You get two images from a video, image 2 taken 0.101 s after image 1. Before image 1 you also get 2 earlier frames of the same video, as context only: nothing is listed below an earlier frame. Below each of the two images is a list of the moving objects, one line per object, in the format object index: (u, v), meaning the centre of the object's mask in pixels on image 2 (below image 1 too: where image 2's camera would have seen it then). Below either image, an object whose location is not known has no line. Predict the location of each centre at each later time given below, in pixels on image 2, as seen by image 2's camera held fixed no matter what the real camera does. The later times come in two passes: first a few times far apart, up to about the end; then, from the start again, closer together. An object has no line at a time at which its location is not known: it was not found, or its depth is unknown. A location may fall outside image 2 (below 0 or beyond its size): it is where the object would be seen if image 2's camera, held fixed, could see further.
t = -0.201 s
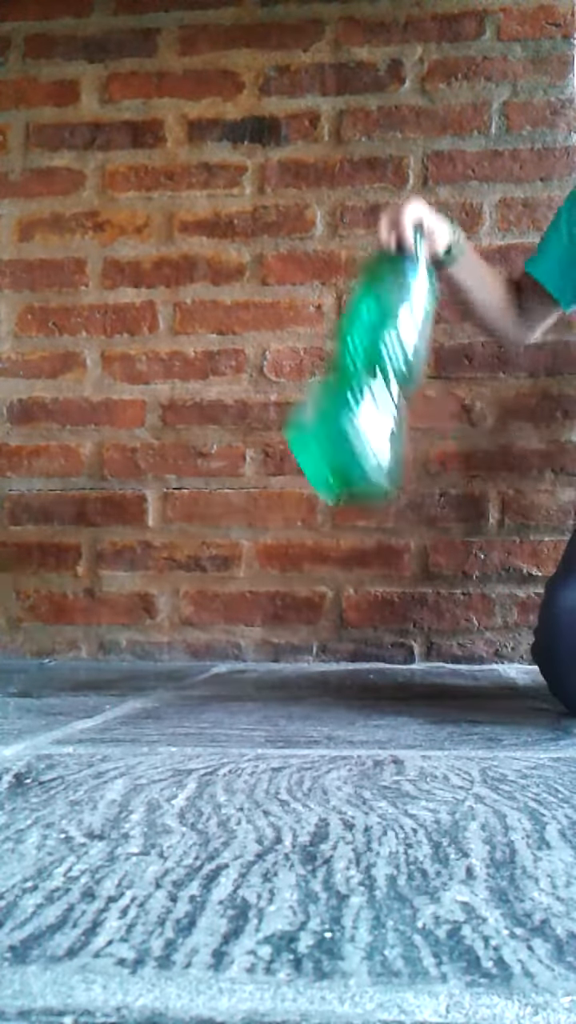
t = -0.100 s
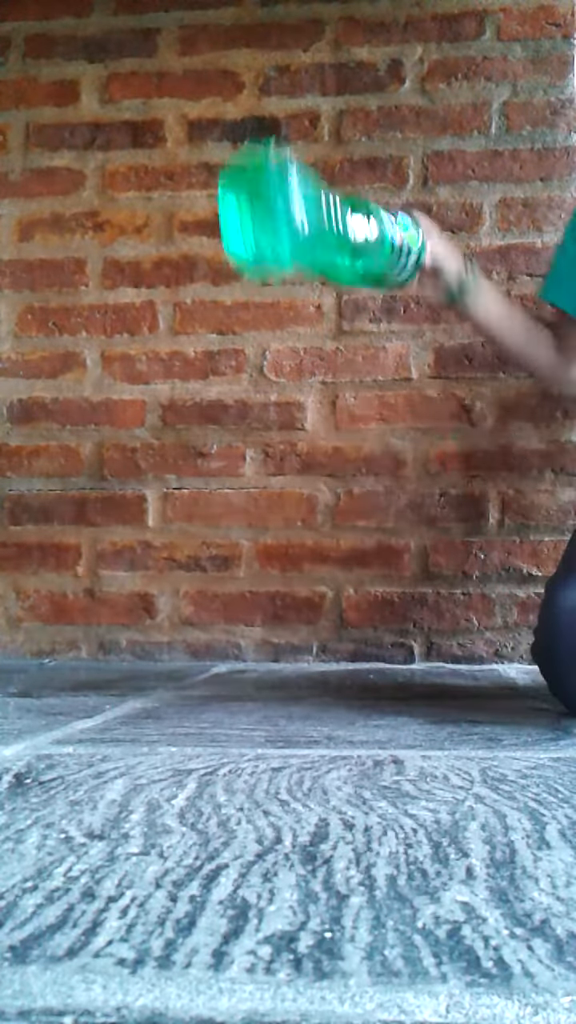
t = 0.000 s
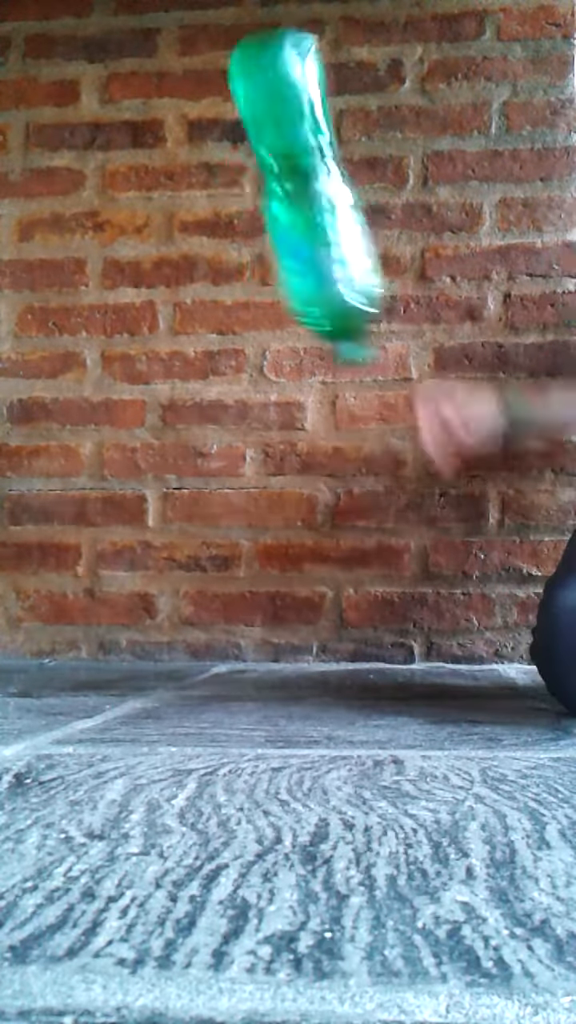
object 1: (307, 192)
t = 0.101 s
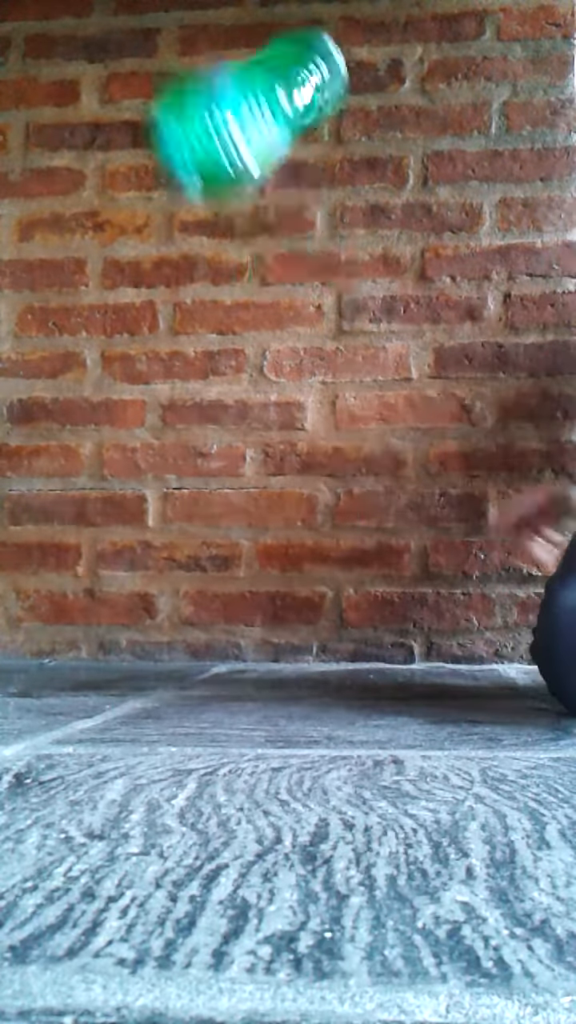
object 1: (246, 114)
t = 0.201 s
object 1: (253, 114)
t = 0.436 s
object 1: (313, 564)
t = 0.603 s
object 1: (317, 575)
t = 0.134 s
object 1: (233, 88)
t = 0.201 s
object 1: (253, 114)
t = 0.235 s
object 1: (259, 143)
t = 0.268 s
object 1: (268, 191)
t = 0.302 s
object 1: (279, 259)
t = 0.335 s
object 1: (291, 341)
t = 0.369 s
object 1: (299, 437)
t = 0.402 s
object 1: (305, 541)
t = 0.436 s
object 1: (313, 564)
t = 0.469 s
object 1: (313, 563)
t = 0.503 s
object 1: (313, 564)
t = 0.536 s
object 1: (314, 566)
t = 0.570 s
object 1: (315, 571)
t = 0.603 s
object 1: (317, 575)
